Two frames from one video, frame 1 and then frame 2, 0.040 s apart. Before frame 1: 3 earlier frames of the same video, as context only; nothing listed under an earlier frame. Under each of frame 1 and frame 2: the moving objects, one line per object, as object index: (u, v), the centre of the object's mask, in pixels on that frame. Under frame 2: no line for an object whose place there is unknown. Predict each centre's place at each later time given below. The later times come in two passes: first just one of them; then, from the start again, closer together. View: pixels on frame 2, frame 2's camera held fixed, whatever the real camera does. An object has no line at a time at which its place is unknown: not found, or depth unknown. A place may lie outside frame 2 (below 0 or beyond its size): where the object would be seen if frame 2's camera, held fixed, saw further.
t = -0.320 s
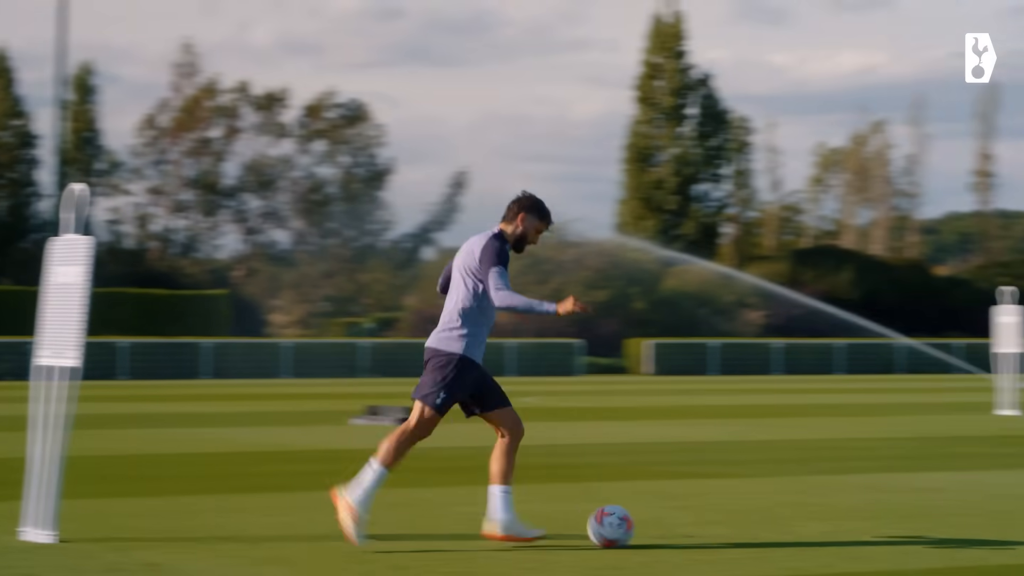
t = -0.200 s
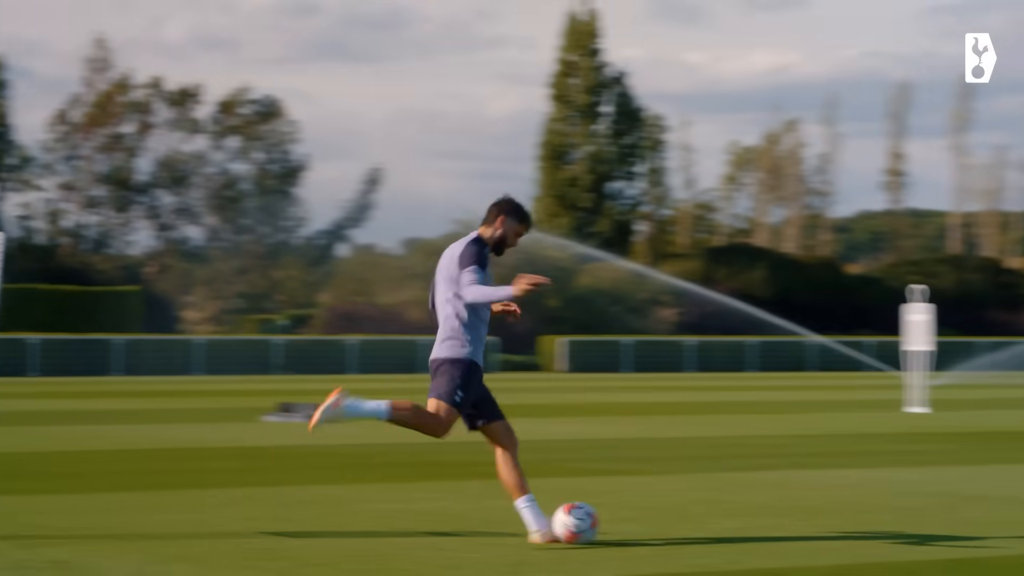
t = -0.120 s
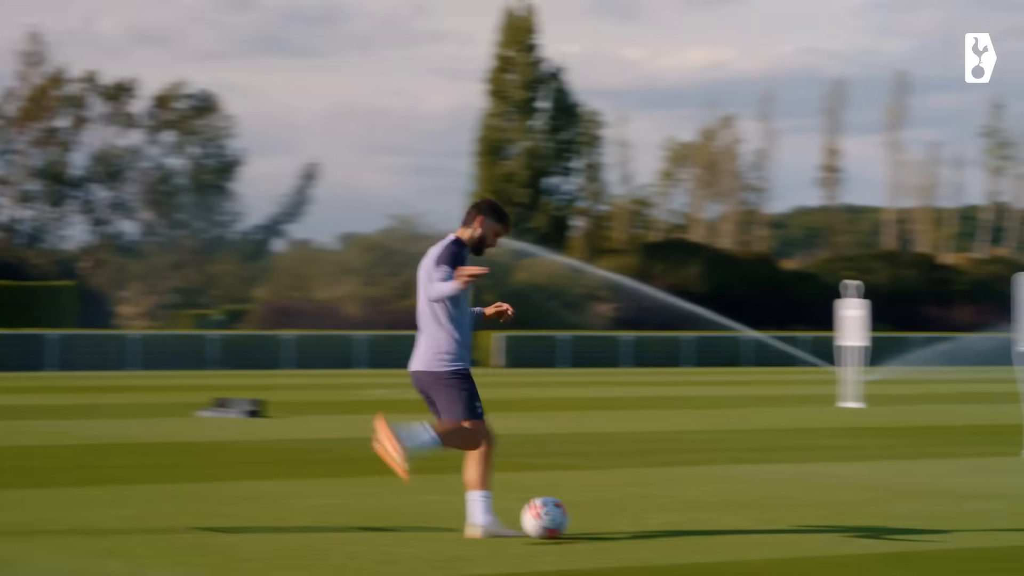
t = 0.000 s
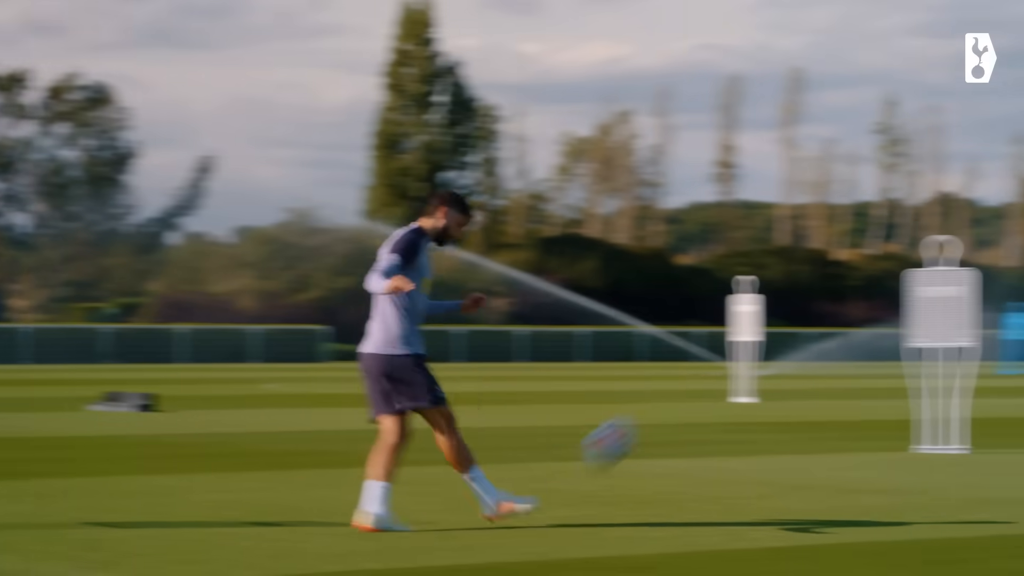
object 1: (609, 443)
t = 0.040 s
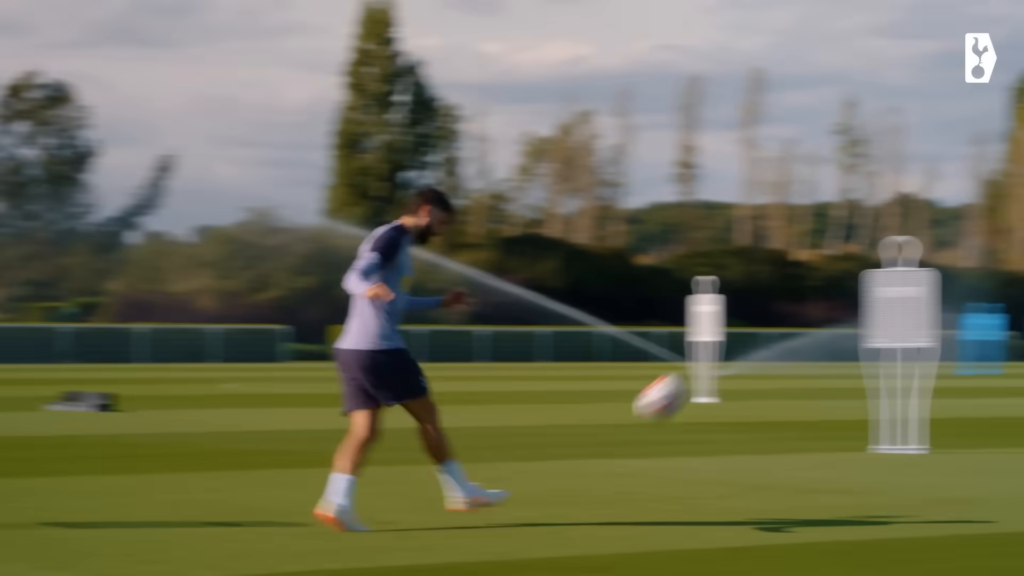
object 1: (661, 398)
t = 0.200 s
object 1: (973, 264)
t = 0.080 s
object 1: (747, 358)
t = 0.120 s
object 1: (829, 323)
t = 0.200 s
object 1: (973, 264)
